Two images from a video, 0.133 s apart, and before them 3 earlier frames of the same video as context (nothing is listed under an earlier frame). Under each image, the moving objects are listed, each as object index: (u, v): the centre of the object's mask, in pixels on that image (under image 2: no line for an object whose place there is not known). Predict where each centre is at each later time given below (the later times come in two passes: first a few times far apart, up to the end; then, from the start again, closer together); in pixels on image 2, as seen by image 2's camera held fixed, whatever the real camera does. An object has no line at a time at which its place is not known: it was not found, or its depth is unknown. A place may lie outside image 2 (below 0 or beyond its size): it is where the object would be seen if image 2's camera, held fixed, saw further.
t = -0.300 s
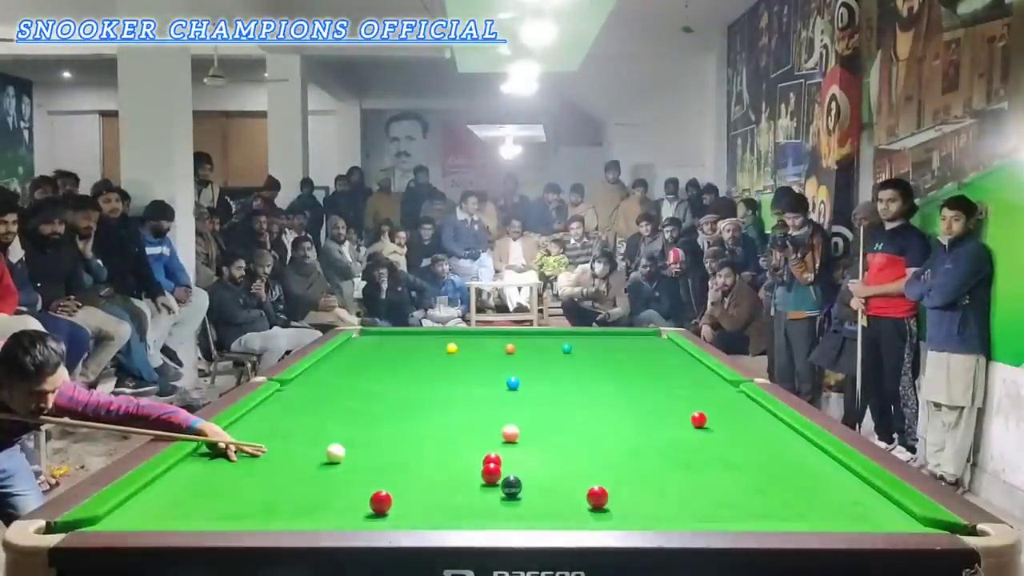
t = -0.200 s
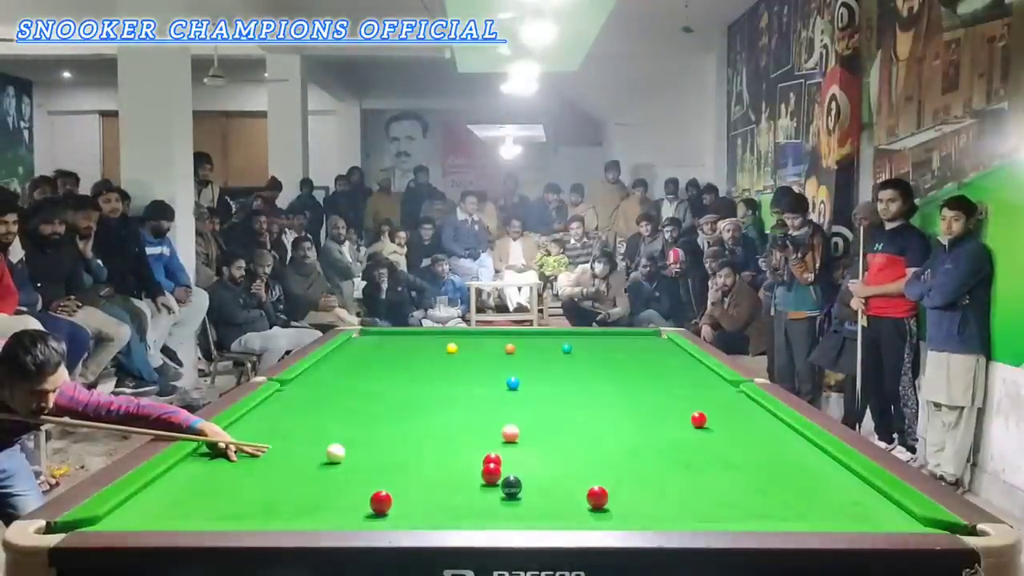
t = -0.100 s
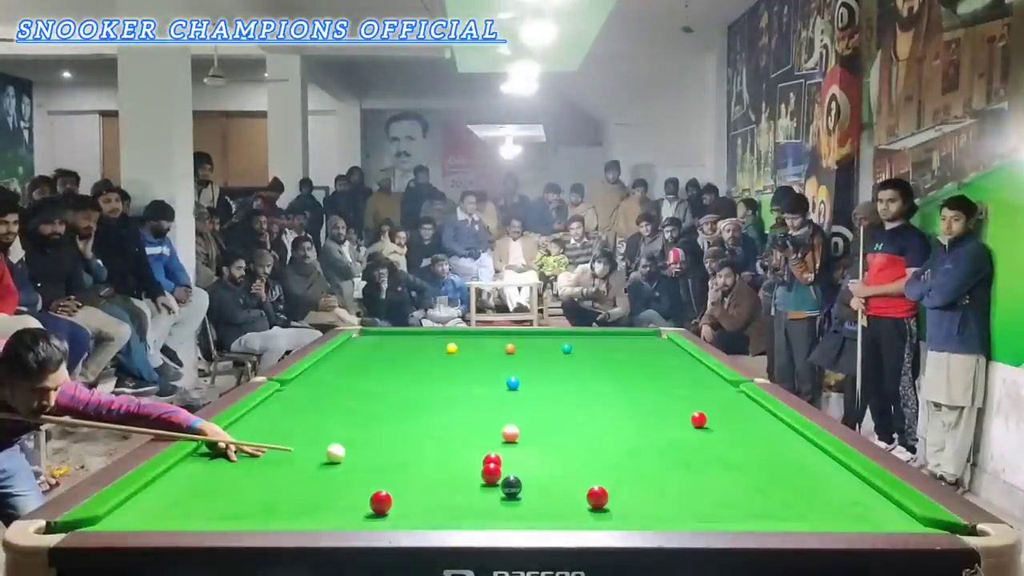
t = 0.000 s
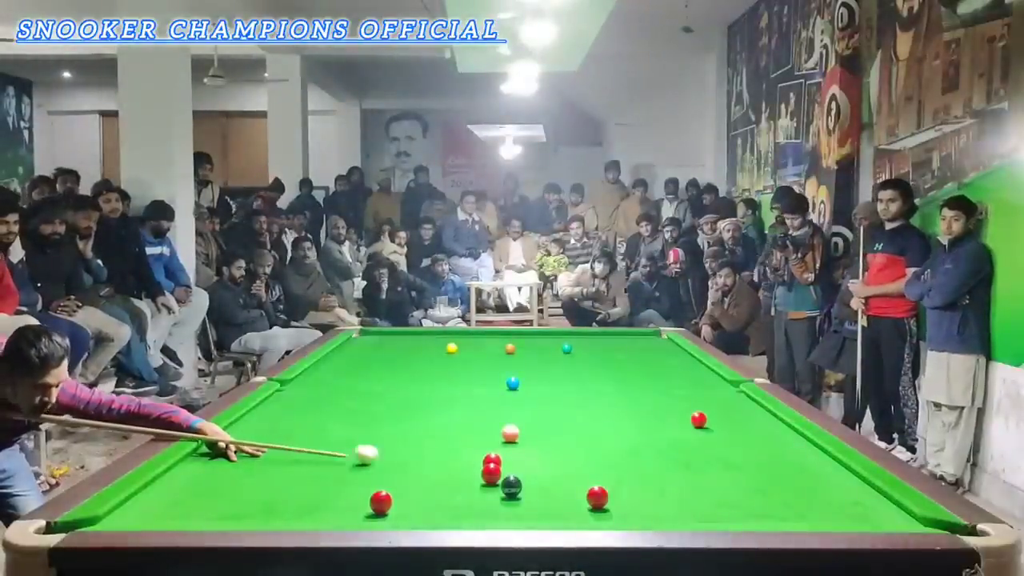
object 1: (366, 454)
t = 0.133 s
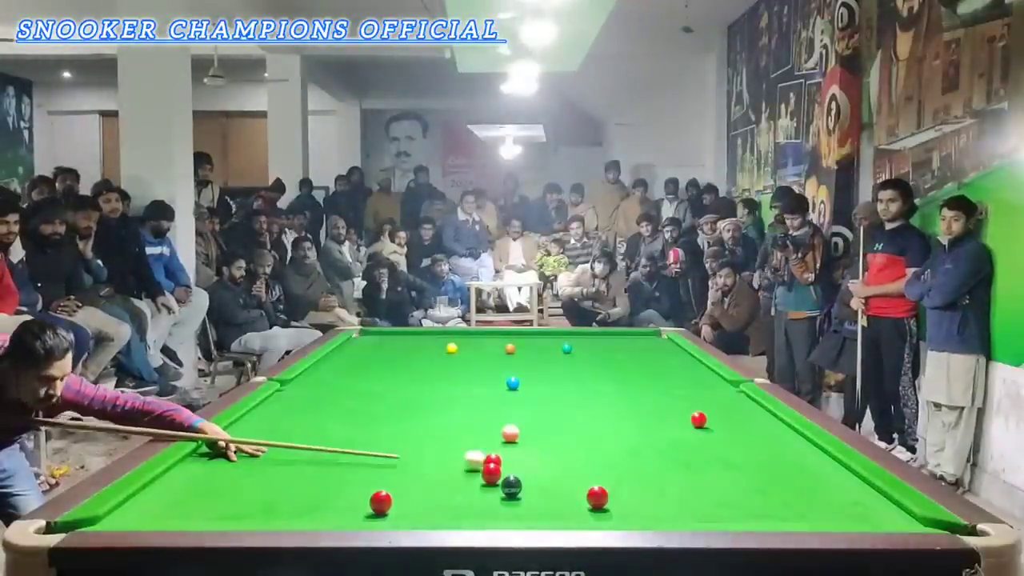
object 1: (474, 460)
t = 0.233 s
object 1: (487, 456)
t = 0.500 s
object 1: (516, 448)
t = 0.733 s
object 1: (538, 441)
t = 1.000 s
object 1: (560, 434)
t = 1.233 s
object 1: (578, 430)
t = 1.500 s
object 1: (595, 424)
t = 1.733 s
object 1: (609, 421)
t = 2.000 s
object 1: (623, 417)
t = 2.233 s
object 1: (634, 414)
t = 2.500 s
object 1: (645, 411)
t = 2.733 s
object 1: (653, 409)
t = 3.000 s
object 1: (662, 407)
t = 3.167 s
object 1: (666, 406)
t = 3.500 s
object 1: (673, 405)
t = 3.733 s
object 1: (677, 404)
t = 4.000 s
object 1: (679, 404)
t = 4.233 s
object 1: (680, 403)
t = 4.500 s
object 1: (681, 403)
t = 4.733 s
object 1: (681, 403)
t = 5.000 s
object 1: (681, 403)
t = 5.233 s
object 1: (681, 403)
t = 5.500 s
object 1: (681, 403)
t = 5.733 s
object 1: (681, 403)
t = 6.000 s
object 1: (681, 403)
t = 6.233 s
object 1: (681, 404)
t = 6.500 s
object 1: (681, 403)
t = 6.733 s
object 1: (681, 403)
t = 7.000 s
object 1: (681, 403)
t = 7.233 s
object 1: (681, 403)
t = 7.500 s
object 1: (681, 403)
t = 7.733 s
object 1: (681, 404)
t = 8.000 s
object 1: (681, 404)
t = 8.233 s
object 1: (681, 403)
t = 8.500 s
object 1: (681, 403)
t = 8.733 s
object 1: (681, 403)
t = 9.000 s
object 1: (681, 403)
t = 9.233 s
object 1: (681, 404)
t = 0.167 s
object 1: (480, 458)
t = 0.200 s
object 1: (483, 457)
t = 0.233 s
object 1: (487, 456)
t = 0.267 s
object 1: (492, 454)
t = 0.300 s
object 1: (496, 453)
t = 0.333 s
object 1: (499, 453)
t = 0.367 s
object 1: (502, 452)
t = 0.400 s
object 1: (506, 451)
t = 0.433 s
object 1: (509, 450)
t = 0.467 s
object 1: (513, 449)
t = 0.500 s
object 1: (516, 448)
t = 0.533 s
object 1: (520, 447)
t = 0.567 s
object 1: (523, 446)
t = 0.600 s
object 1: (526, 445)
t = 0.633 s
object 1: (529, 444)
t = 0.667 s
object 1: (532, 443)
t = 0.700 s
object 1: (535, 442)
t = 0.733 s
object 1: (538, 441)
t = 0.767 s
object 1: (541, 440)
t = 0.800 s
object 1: (544, 439)
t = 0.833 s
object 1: (547, 439)
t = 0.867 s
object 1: (549, 438)
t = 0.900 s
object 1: (552, 437)
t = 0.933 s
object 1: (555, 436)
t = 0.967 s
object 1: (558, 435)
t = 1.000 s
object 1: (560, 434)
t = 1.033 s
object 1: (563, 434)
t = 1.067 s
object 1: (565, 433)
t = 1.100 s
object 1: (568, 432)
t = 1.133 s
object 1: (571, 432)
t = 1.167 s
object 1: (573, 431)
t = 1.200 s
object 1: (575, 430)
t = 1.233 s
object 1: (578, 430)
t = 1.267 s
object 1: (580, 429)
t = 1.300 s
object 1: (582, 428)
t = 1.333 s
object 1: (585, 427)
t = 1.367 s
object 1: (587, 427)
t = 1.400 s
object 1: (589, 426)
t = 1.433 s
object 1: (591, 426)
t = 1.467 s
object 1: (593, 425)
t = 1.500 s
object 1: (595, 424)
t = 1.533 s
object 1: (597, 424)
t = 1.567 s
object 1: (599, 423)
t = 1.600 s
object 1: (601, 423)
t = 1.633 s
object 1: (603, 422)
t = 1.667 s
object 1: (605, 422)
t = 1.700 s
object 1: (607, 421)
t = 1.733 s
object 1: (609, 421)
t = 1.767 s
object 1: (611, 420)
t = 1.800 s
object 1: (613, 420)
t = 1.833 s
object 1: (615, 419)
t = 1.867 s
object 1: (617, 419)
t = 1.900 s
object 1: (618, 418)
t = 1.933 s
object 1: (620, 418)
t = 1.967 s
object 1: (621, 417)
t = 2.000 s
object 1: (623, 417)
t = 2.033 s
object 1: (625, 417)
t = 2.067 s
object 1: (627, 416)
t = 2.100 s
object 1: (628, 416)
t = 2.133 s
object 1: (629, 415)
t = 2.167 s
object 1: (631, 415)
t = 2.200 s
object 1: (633, 414)
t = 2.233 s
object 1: (634, 414)
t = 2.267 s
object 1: (635, 414)
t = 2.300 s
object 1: (637, 413)
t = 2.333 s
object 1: (638, 413)
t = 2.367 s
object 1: (640, 413)
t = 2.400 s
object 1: (641, 412)
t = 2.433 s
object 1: (643, 412)
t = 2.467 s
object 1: (644, 411)
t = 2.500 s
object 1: (645, 411)
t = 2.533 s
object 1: (646, 411)
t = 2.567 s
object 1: (648, 411)
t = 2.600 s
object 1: (649, 410)
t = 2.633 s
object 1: (650, 410)
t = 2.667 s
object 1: (651, 410)
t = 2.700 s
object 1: (652, 409)
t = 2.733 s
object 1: (653, 409)
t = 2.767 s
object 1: (655, 409)
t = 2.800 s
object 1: (656, 409)
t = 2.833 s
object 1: (657, 408)
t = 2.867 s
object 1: (658, 408)
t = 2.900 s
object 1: (659, 408)
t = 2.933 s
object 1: (660, 407)
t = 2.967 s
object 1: (661, 407)
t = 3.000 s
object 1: (662, 407)
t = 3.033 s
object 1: (663, 407)
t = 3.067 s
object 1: (664, 407)
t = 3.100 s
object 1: (663, 406)
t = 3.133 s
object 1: (665, 406)
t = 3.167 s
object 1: (666, 406)
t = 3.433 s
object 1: (668, 404)
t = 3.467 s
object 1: (673, 405)
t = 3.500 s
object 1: (673, 405)
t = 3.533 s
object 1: (674, 404)
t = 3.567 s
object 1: (674, 404)
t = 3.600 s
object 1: (675, 404)
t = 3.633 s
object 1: (675, 404)
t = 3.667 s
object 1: (676, 404)
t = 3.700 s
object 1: (676, 404)
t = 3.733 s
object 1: (677, 404)
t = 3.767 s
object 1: (677, 404)
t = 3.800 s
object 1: (677, 404)
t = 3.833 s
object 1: (678, 404)
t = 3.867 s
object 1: (678, 404)
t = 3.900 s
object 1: (679, 404)
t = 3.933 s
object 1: (679, 404)
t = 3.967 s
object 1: (679, 404)
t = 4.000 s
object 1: (679, 404)
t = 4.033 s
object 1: (680, 404)
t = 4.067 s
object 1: (680, 404)
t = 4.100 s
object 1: (680, 403)
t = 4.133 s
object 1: (680, 403)
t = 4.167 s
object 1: (680, 403)
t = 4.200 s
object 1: (680, 403)
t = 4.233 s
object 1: (680, 403)
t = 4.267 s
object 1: (681, 403)
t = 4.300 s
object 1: (681, 403)
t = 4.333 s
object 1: (681, 403)
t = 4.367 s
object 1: (681, 403)
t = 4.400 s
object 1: (681, 403)
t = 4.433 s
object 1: (681, 403)
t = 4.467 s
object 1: (681, 403)
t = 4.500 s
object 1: (681, 403)
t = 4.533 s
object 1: (681, 403)
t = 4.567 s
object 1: (681, 403)
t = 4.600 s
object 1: (681, 403)
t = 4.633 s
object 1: (681, 403)
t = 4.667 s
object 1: (681, 403)
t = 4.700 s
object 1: (681, 403)
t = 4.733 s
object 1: (681, 403)
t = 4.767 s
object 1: (681, 403)
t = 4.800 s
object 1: (681, 403)
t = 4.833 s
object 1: (681, 403)
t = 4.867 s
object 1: (681, 403)
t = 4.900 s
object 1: (681, 403)
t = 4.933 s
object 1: (681, 403)
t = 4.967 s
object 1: (681, 403)
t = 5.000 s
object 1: (681, 403)
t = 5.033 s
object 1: (681, 403)
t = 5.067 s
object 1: (681, 403)
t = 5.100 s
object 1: (681, 403)
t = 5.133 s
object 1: (681, 403)
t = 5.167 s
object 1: (681, 403)
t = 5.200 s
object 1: (681, 403)
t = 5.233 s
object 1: (681, 403)
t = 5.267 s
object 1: (681, 403)
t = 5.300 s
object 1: (681, 403)
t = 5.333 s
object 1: (681, 403)
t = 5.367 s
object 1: (681, 403)
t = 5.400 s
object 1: (681, 403)
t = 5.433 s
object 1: (681, 403)
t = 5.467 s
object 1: (681, 403)
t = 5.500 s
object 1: (681, 403)
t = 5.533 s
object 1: (681, 403)
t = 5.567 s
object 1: (681, 403)
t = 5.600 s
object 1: (681, 403)
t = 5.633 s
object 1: (681, 403)
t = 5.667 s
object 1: (681, 403)
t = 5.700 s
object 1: (681, 403)
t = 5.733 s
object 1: (681, 403)
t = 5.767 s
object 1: (681, 403)
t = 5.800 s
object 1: (681, 403)
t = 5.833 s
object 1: (681, 403)
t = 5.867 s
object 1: (681, 403)
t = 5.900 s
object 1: (681, 403)
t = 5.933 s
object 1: (681, 403)
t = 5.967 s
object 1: (681, 403)
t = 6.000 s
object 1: (681, 403)
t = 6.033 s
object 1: (681, 403)
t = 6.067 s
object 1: (681, 403)
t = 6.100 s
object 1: (681, 403)
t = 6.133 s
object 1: (681, 404)
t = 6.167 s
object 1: (681, 404)
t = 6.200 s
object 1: (681, 404)
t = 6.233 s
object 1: (681, 404)
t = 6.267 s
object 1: (681, 404)
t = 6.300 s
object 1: (681, 403)
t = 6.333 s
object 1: (681, 403)
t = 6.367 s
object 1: (681, 403)
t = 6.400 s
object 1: (681, 403)
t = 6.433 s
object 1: (681, 403)
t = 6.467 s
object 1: (681, 403)
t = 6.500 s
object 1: (681, 403)
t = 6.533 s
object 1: (681, 403)
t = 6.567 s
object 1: (681, 403)
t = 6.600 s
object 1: (681, 403)
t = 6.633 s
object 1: (681, 403)
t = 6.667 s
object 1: (681, 404)
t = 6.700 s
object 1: (681, 403)
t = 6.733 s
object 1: (681, 403)
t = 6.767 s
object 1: (681, 403)
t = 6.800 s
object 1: (681, 403)
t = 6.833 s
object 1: (681, 403)
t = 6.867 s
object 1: (681, 403)
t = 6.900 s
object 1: (681, 403)
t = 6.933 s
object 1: (681, 403)
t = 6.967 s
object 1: (681, 403)
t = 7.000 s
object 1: (681, 403)
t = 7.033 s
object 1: (681, 403)
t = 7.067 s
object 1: (681, 403)
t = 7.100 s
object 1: (681, 403)
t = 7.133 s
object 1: (681, 403)
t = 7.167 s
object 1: (681, 403)
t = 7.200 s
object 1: (681, 403)
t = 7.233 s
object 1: (681, 403)
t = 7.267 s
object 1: (681, 404)
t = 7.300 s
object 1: (681, 404)
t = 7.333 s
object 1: (681, 404)
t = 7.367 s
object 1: (681, 404)
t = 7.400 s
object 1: (681, 404)
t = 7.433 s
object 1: (681, 404)
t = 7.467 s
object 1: (681, 404)
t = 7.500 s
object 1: (681, 403)
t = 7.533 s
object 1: (681, 403)
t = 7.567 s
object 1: (681, 404)
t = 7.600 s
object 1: (681, 404)
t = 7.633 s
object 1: (681, 404)
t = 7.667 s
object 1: (681, 404)
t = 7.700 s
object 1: (681, 404)
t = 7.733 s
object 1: (681, 404)
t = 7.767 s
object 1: (681, 404)
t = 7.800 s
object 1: (681, 404)
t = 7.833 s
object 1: (681, 404)
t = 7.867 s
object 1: (681, 403)
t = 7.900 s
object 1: (681, 403)
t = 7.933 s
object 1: (681, 403)
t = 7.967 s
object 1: (681, 404)
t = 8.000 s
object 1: (681, 404)
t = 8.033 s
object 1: (681, 403)
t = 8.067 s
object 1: (681, 403)
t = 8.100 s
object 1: (681, 403)
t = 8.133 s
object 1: (681, 403)
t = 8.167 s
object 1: (681, 403)
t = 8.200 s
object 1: (681, 403)
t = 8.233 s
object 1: (681, 403)
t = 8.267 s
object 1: (681, 403)
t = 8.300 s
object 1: (681, 403)
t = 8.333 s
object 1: (681, 404)
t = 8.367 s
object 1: (681, 403)
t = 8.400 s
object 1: (681, 403)
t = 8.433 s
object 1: (681, 403)
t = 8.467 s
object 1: (681, 403)
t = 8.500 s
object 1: (681, 403)
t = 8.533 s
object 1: (681, 403)
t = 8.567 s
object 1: (681, 403)
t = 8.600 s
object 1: (681, 403)
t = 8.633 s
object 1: (681, 403)
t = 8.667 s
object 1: (681, 403)
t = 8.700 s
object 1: (681, 403)
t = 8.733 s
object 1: (681, 403)
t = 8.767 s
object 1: (681, 403)
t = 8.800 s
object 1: (681, 403)
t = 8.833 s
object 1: (681, 403)
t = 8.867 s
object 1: (681, 403)
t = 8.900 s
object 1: (681, 403)
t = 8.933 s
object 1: (681, 403)
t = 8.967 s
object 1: (681, 403)
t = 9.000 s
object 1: (681, 403)
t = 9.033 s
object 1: (681, 403)
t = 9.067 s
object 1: (681, 403)
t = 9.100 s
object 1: (681, 404)
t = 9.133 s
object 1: (681, 404)
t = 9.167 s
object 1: (681, 404)
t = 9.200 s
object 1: (681, 404)
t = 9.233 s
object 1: (681, 404)
